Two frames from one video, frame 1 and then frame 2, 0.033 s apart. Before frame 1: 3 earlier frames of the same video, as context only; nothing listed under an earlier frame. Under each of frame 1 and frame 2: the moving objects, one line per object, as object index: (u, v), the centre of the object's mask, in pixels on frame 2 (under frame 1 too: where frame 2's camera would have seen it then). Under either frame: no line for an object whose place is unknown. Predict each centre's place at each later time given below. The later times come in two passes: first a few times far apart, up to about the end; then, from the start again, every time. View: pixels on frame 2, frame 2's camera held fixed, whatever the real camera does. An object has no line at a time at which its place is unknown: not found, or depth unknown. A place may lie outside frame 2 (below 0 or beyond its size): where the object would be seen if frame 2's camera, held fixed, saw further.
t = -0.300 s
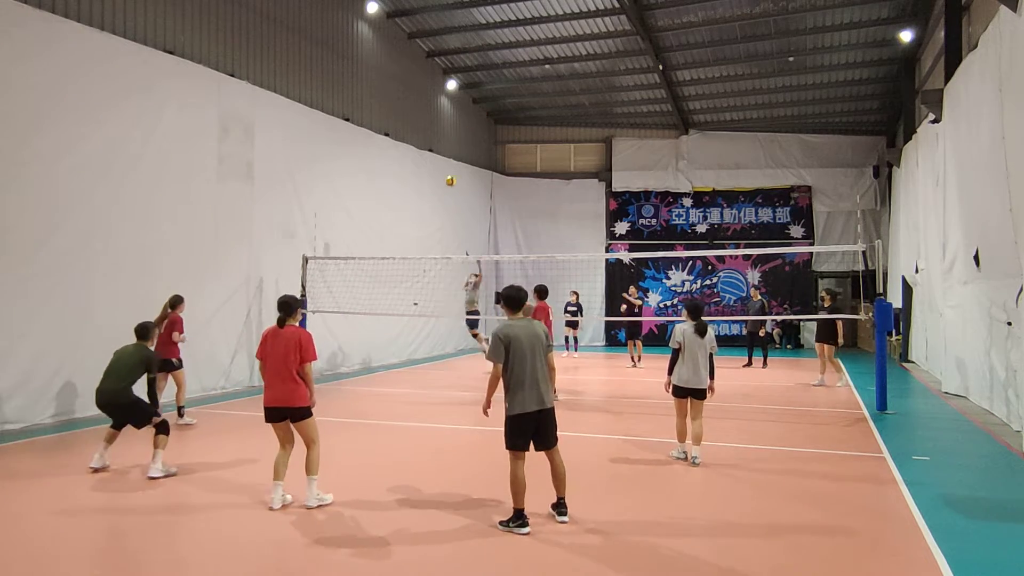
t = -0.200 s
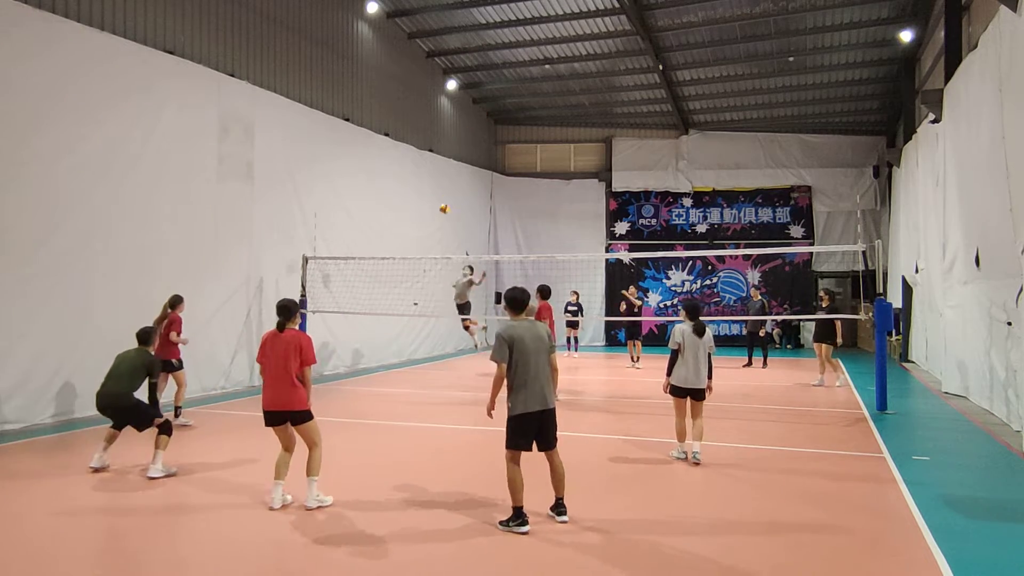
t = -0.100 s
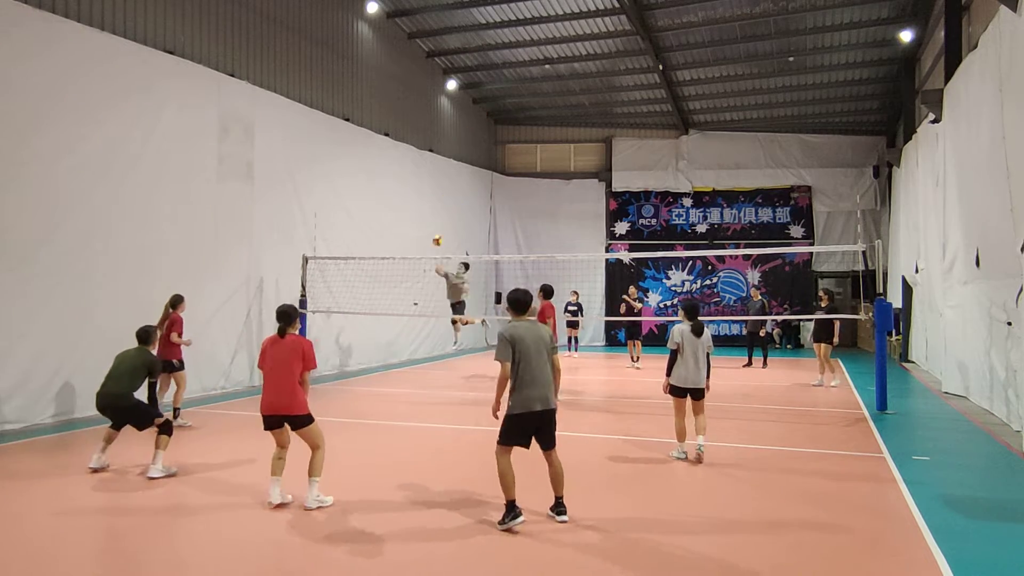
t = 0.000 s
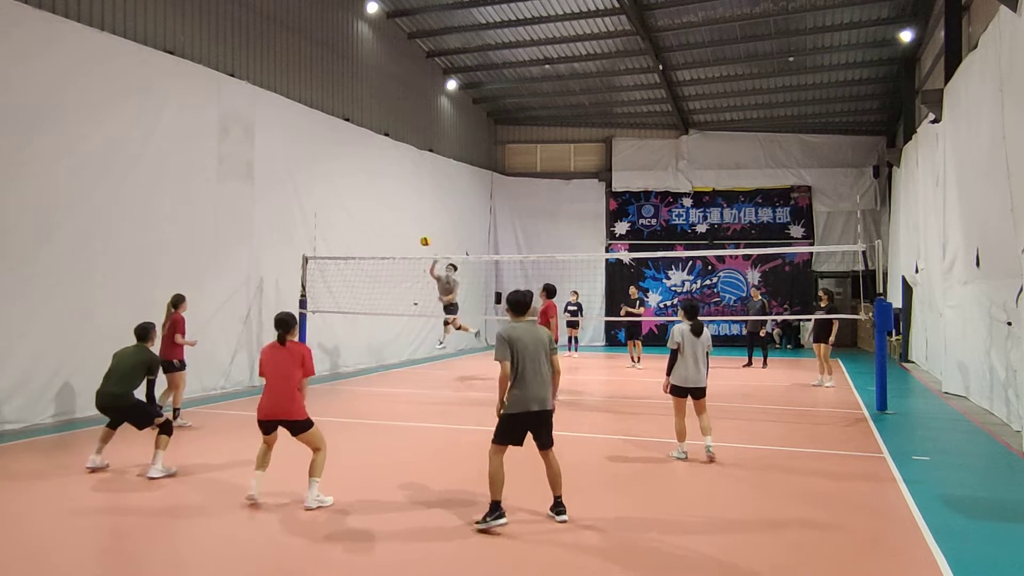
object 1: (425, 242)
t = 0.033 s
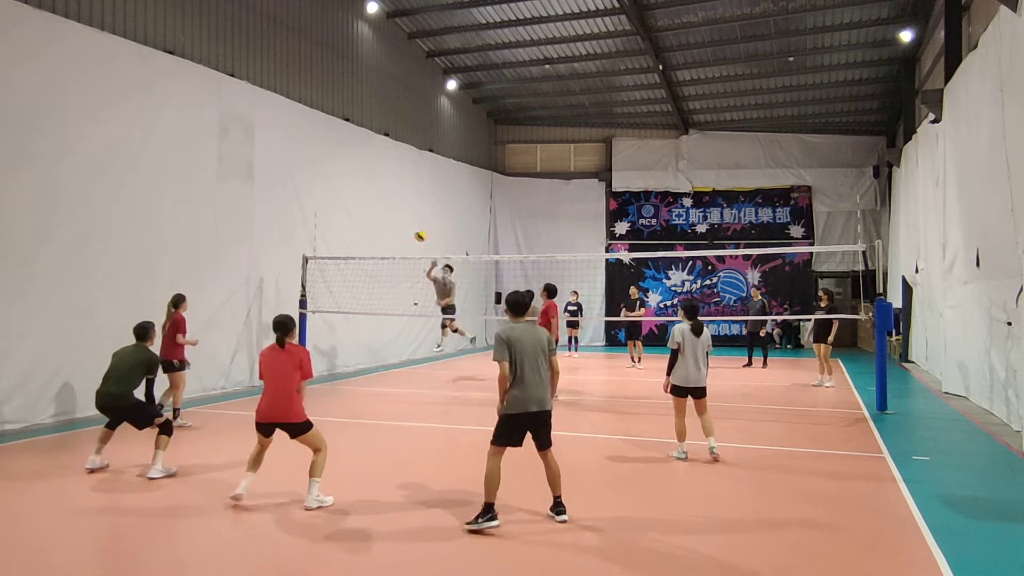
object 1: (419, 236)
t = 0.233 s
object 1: (379, 215)
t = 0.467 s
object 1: (297, 224)
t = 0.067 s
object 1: (414, 231)
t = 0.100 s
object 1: (408, 227)
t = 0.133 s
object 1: (402, 223)
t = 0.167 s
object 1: (395, 220)
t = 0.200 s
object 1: (387, 217)
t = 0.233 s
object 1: (379, 215)
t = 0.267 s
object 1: (370, 214)
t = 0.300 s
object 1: (361, 213)
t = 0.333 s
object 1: (350, 213)
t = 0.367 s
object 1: (339, 214)
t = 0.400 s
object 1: (327, 216)
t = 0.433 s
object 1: (313, 220)
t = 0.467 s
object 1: (297, 224)
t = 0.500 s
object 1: (279, 232)
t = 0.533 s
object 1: (261, 240)
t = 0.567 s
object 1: (239, 251)
